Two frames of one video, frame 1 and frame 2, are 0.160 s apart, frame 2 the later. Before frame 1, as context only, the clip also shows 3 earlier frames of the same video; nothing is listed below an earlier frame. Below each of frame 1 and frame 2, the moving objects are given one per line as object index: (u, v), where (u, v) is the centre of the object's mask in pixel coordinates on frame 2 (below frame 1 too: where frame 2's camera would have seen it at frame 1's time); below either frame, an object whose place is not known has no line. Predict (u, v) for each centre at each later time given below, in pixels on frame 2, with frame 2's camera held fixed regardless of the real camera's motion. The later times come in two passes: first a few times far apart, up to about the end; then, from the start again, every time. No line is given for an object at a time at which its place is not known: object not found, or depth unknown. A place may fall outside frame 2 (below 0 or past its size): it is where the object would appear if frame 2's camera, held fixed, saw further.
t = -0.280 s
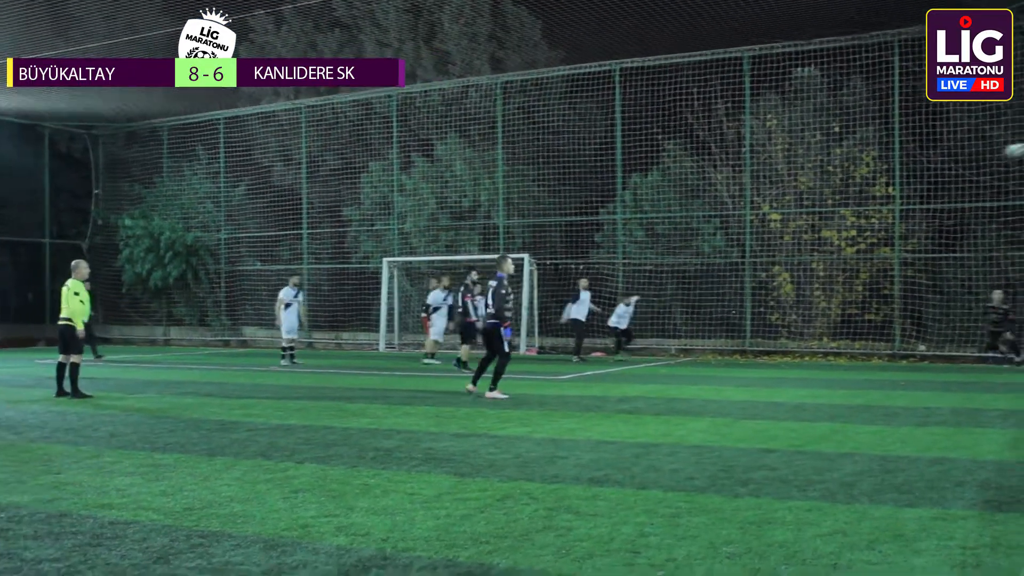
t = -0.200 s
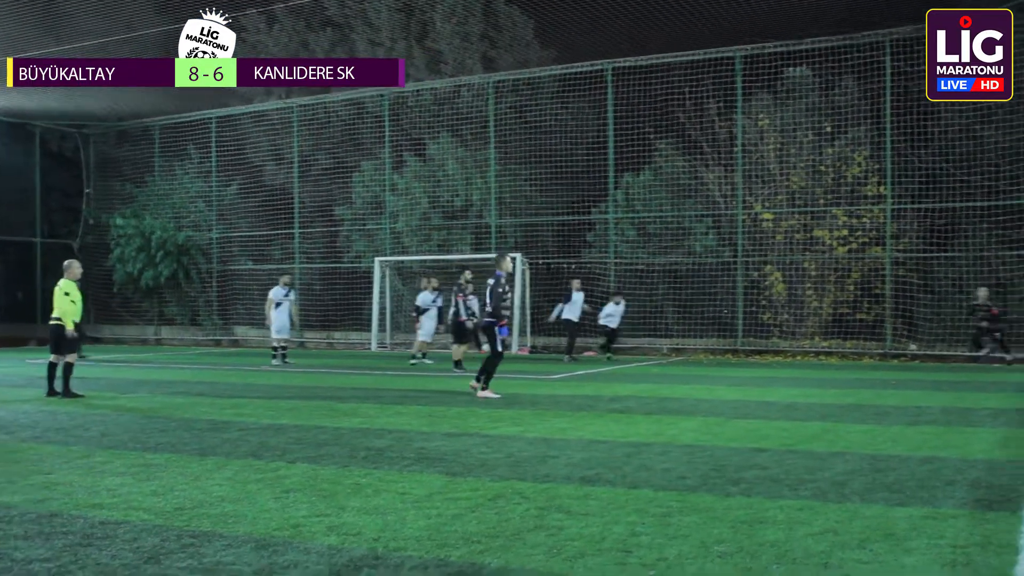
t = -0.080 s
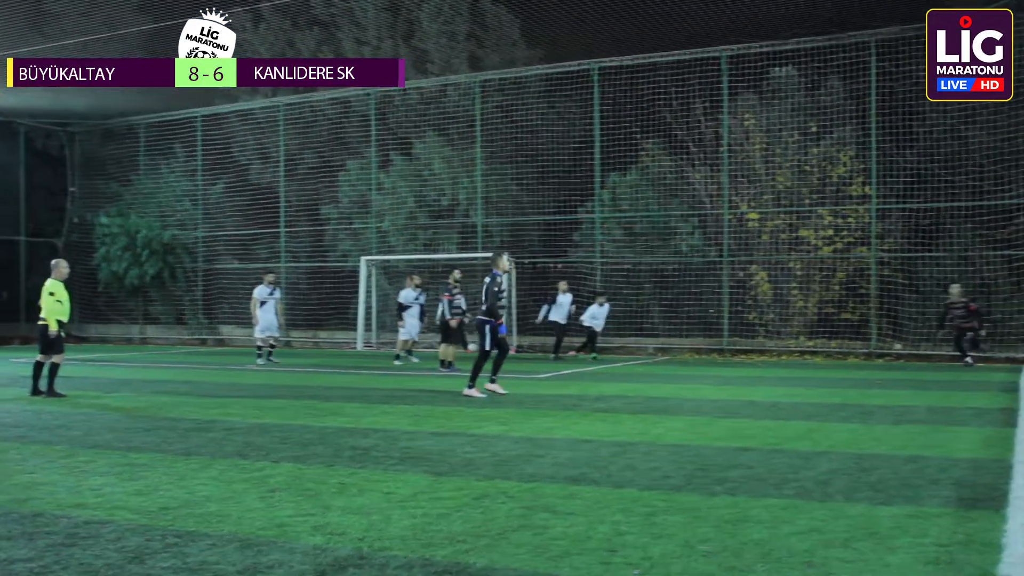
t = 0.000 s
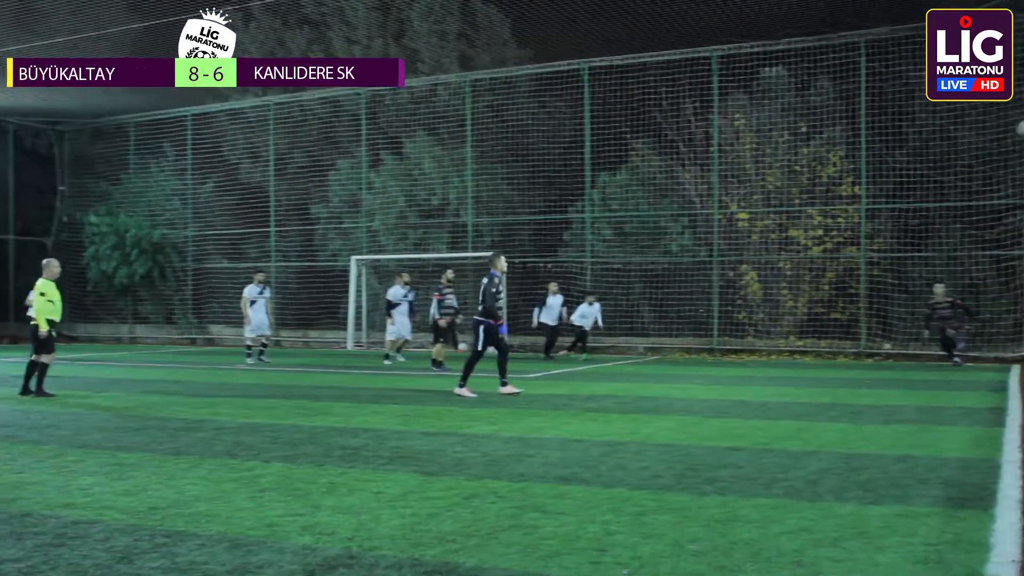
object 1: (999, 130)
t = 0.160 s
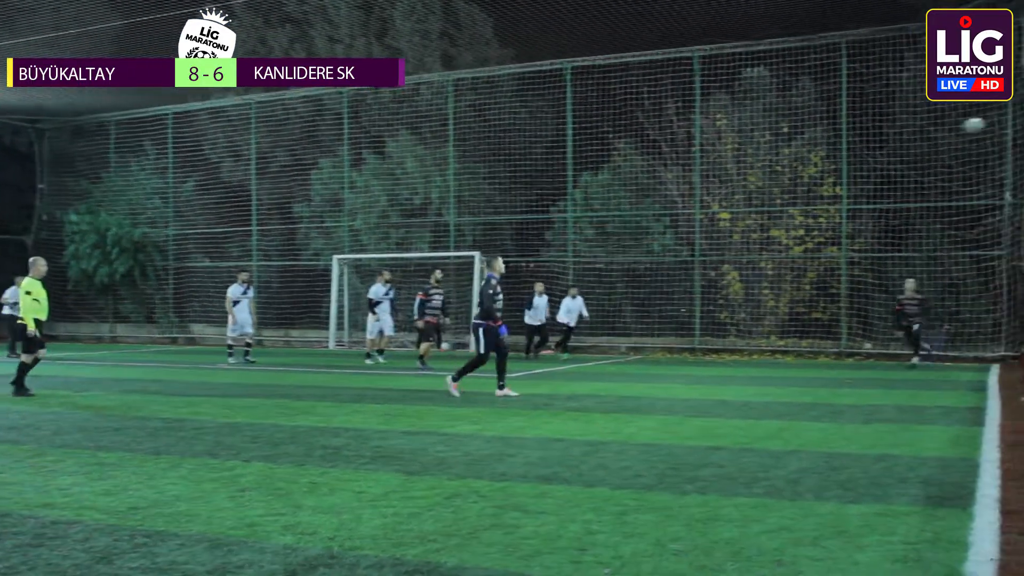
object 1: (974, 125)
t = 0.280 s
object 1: (949, 133)
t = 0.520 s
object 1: (901, 176)
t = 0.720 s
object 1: (862, 241)
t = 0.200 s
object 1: (965, 127)
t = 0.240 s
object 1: (957, 129)
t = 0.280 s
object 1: (949, 133)
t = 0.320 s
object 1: (941, 138)
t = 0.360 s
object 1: (932, 143)
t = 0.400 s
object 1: (925, 150)
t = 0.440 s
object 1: (916, 158)
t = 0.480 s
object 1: (909, 167)
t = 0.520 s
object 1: (901, 176)
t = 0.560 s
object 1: (893, 188)
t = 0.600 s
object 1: (886, 199)
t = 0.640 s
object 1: (877, 213)
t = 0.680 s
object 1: (870, 226)
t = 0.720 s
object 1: (862, 241)
